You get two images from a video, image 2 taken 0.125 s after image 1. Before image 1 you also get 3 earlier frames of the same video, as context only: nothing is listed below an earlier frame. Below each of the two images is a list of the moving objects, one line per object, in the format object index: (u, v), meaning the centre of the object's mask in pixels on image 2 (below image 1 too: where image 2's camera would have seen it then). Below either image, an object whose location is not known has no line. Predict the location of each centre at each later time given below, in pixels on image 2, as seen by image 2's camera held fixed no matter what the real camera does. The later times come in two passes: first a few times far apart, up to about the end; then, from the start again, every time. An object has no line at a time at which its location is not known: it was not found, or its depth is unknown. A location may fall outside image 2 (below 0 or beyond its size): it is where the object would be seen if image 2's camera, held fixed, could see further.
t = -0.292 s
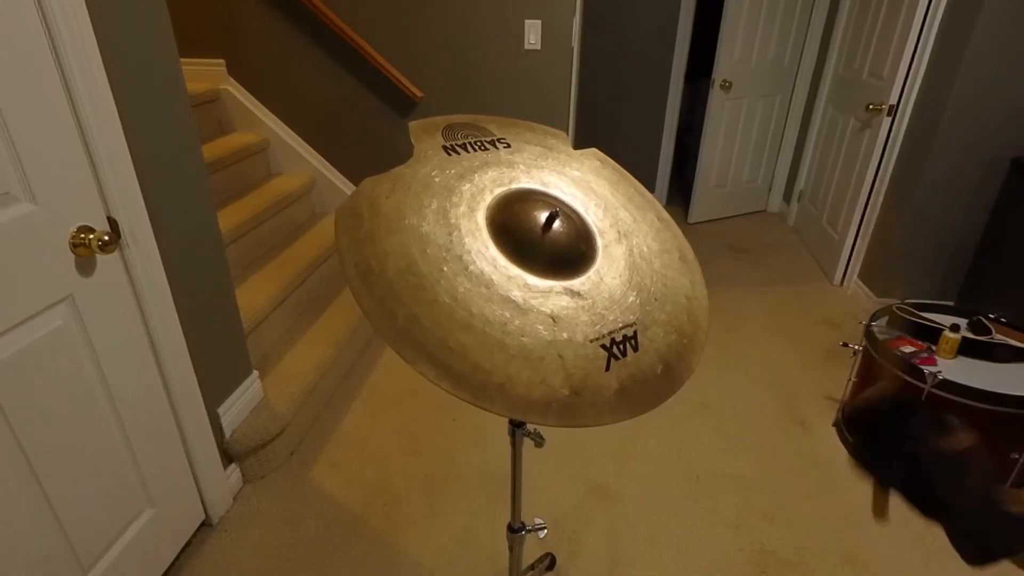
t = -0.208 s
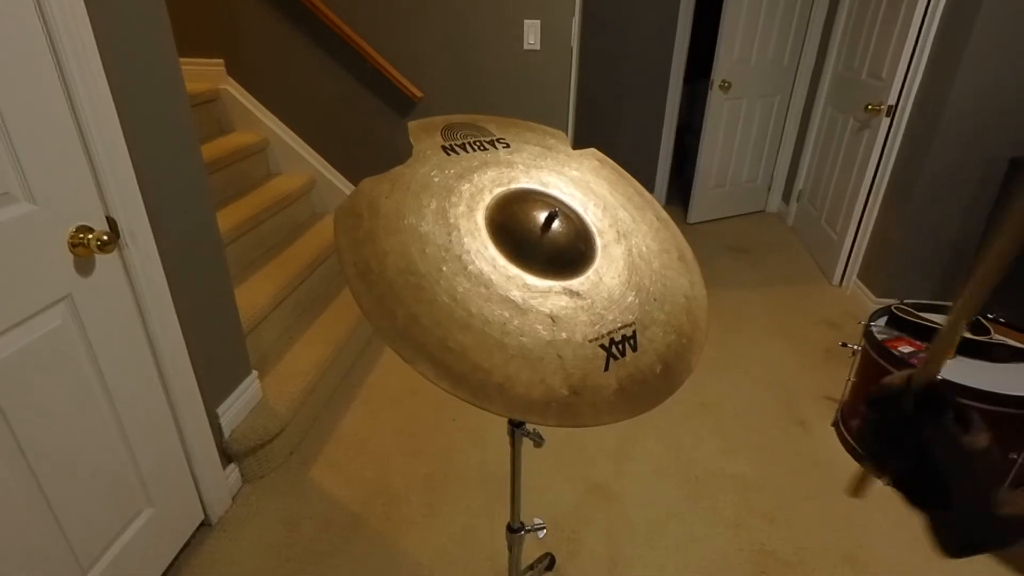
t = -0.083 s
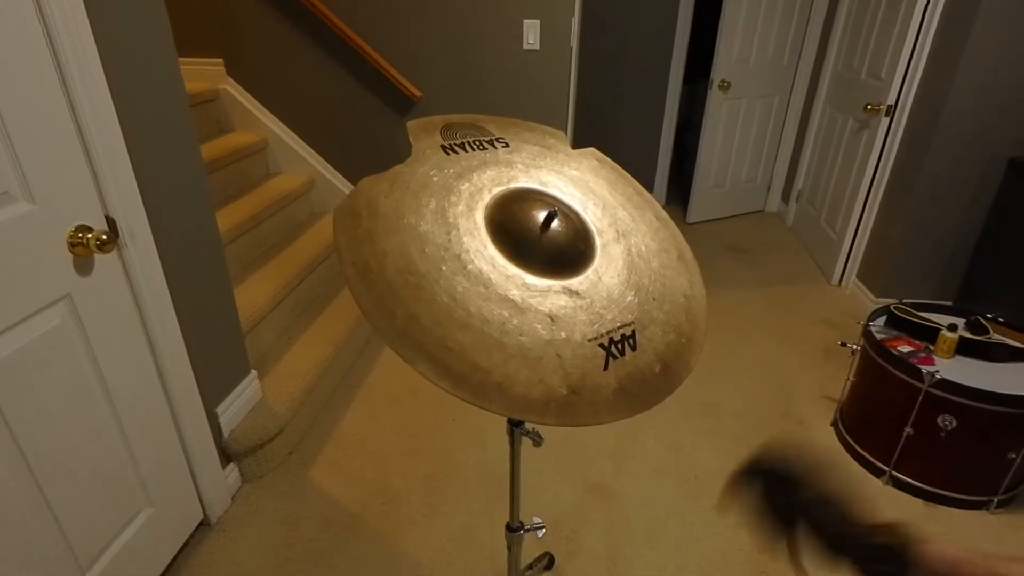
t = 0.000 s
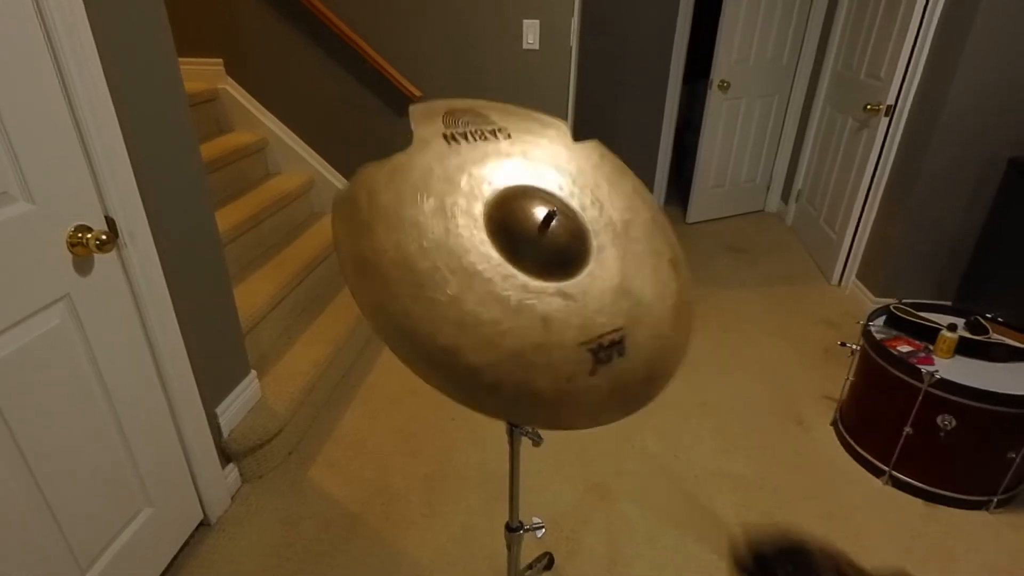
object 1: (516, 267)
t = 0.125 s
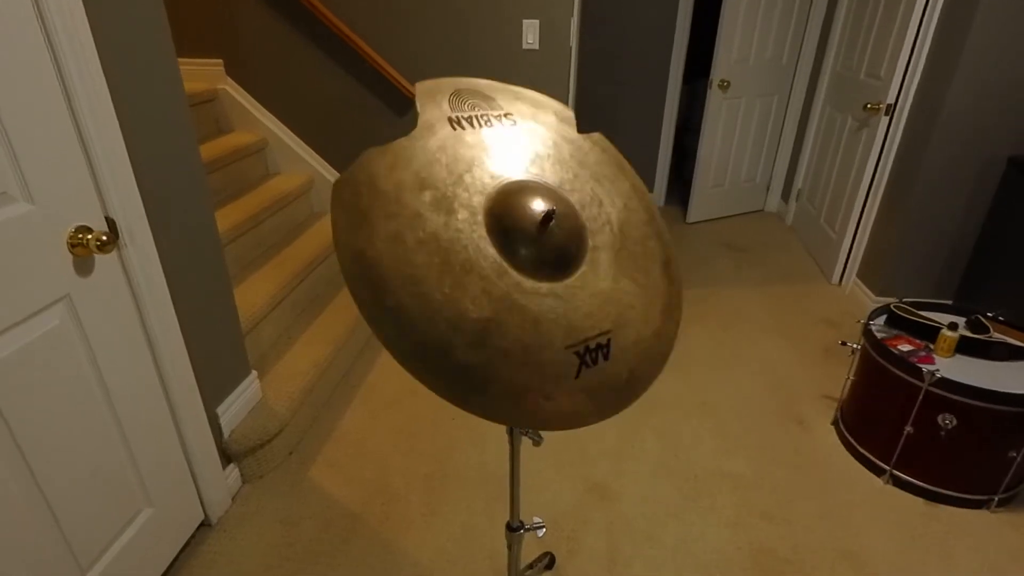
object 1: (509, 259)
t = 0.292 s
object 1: (518, 267)
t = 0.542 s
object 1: (533, 278)
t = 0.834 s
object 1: (518, 269)
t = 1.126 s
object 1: (517, 267)
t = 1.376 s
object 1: (529, 277)
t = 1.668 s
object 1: (521, 274)
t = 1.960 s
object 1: (518, 270)
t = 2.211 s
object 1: (524, 275)
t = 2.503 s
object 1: (521, 274)
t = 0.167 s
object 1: (510, 258)
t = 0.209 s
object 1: (510, 260)
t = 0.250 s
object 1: (513, 264)
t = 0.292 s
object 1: (518, 267)
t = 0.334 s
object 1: (521, 269)
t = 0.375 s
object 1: (524, 273)
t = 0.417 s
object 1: (528, 276)
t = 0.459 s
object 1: (531, 278)
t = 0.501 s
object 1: (533, 278)
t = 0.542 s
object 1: (533, 278)
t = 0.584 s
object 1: (533, 278)
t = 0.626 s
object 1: (532, 278)
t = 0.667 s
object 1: (530, 277)
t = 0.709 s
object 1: (528, 276)
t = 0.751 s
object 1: (525, 275)
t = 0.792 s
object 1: (521, 272)
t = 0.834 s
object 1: (518, 269)
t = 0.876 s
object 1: (515, 266)
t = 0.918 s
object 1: (514, 265)
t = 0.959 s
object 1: (513, 263)
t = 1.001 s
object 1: (513, 263)
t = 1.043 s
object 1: (514, 264)
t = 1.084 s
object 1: (515, 265)
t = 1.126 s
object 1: (517, 267)
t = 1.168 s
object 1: (520, 270)
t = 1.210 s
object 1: (523, 272)
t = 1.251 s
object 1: (525, 273)
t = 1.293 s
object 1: (527, 275)
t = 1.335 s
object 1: (528, 276)
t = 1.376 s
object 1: (529, 277)
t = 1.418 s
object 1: (529, 277)
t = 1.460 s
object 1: (528, 278)
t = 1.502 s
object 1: (527, 278)
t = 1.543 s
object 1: (526, 277)
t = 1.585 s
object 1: (525, 276)
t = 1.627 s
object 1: (523, 275)
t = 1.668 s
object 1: (521, 274)
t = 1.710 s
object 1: (519, 272)
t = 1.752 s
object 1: (518, 271)
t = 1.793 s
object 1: (518, 270)
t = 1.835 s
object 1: (517, 269)
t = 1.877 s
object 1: (517, 269)
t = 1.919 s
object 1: (518, 269)
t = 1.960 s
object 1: (518, 270)
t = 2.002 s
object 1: (519, 270)
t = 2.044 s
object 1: (521, 271)
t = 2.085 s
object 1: (522, 272)
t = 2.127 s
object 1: (522, 273)
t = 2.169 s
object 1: (523, 274)
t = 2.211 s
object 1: (524, 275)
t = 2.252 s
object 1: (524, 276)
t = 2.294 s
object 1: (524, 276)
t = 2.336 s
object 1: (523, 276)
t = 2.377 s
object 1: (523, 276)
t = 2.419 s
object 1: (522, 275)
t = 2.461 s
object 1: (522, 274)
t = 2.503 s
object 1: (521, 274)
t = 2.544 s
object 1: (520, 273)
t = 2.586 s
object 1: (520, 272)
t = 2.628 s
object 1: (519, 272)
